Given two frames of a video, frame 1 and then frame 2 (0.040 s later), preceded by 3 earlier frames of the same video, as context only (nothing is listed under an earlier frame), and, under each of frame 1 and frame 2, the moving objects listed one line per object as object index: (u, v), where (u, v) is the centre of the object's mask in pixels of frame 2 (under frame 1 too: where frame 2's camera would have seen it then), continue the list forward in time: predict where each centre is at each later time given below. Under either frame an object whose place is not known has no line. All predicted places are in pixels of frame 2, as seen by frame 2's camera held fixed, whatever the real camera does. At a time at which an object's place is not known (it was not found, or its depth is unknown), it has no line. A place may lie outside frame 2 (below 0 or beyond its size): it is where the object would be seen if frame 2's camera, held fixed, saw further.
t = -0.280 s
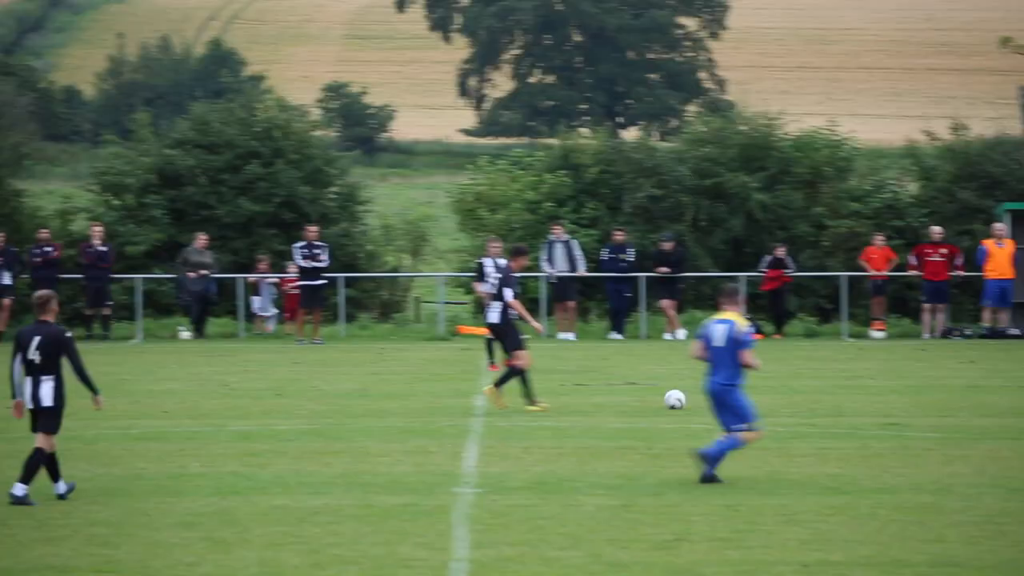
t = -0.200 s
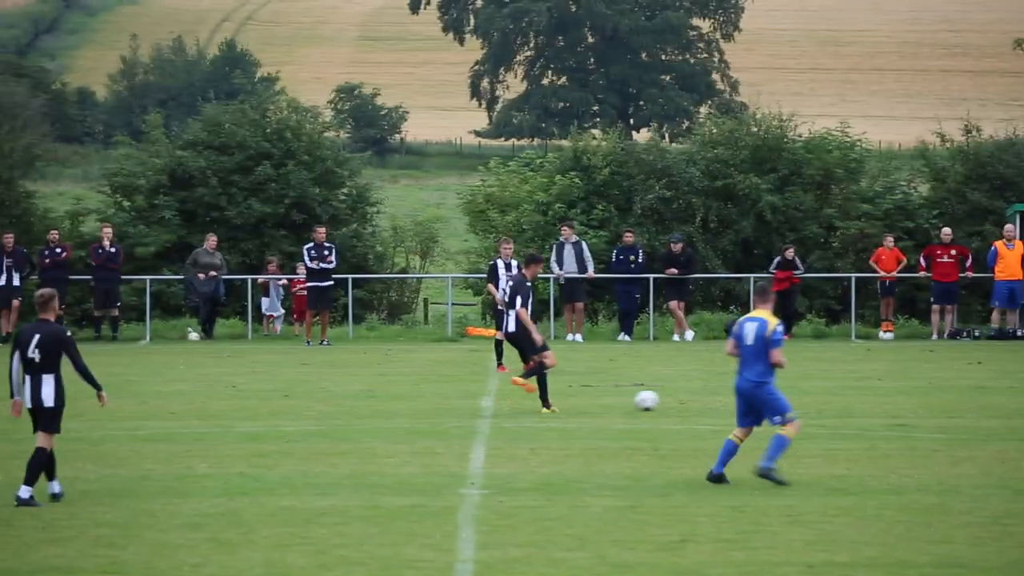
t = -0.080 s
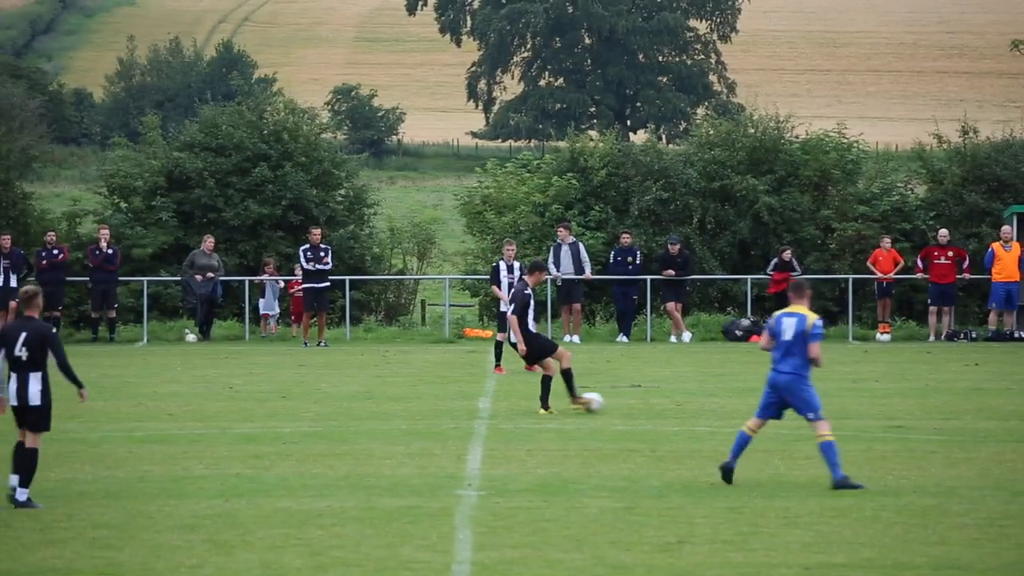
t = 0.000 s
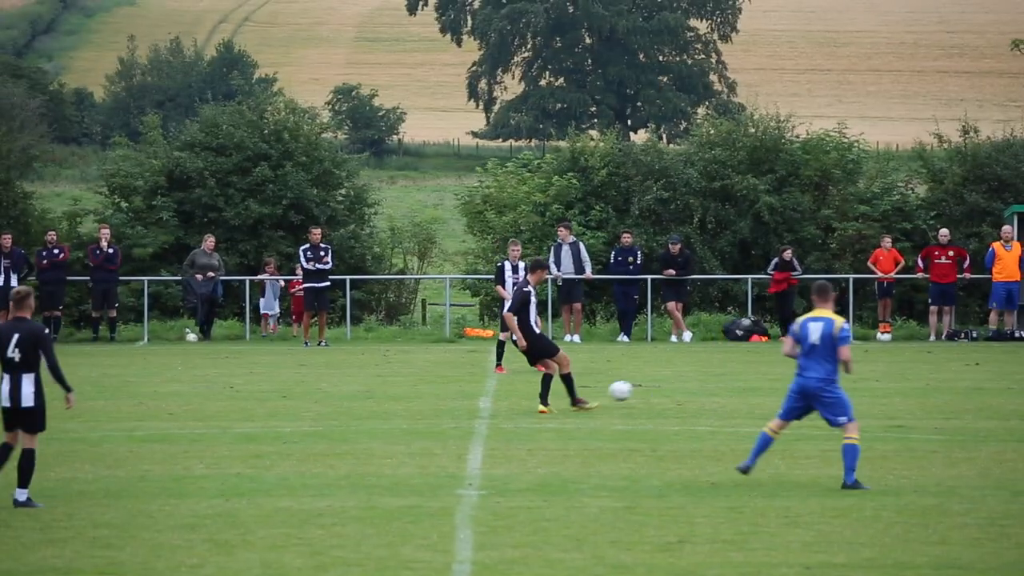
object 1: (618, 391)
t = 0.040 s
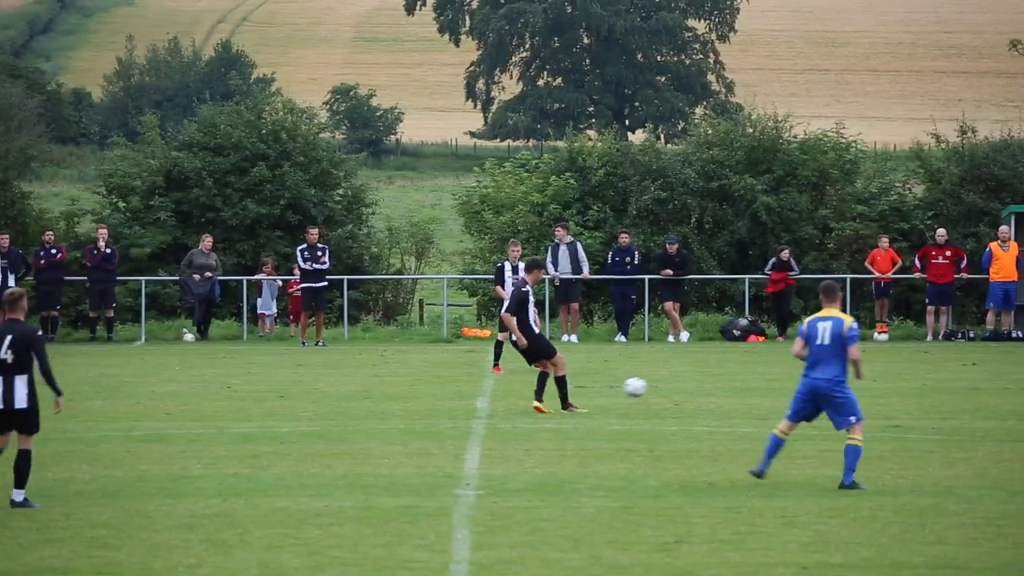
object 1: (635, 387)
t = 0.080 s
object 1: (652, 384)
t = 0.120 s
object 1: (668, 383)
